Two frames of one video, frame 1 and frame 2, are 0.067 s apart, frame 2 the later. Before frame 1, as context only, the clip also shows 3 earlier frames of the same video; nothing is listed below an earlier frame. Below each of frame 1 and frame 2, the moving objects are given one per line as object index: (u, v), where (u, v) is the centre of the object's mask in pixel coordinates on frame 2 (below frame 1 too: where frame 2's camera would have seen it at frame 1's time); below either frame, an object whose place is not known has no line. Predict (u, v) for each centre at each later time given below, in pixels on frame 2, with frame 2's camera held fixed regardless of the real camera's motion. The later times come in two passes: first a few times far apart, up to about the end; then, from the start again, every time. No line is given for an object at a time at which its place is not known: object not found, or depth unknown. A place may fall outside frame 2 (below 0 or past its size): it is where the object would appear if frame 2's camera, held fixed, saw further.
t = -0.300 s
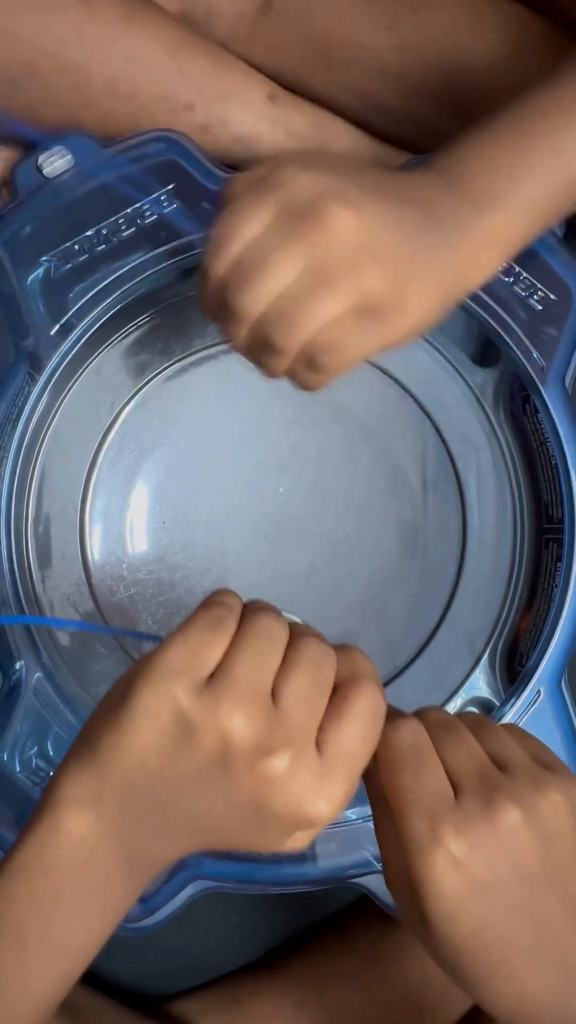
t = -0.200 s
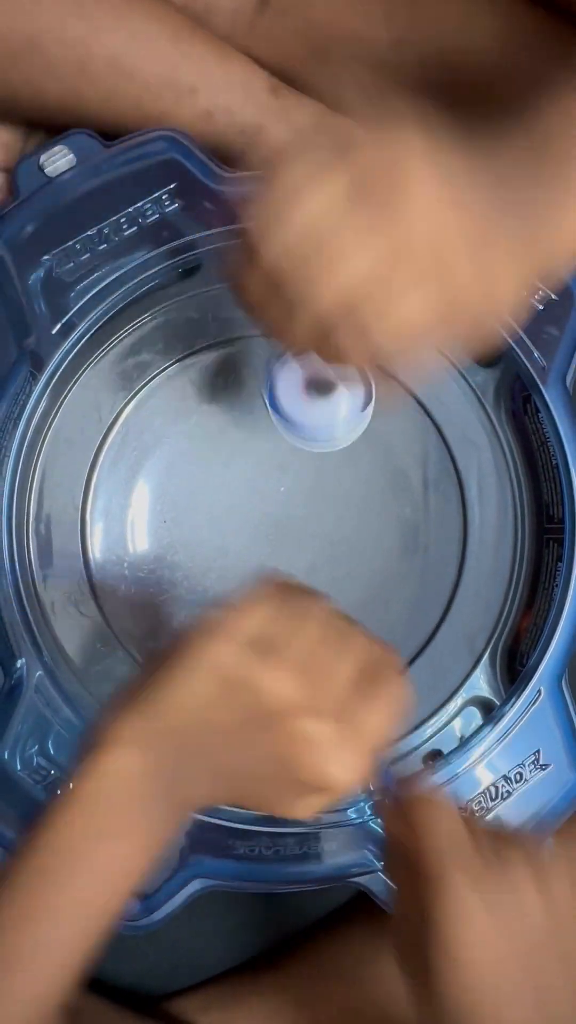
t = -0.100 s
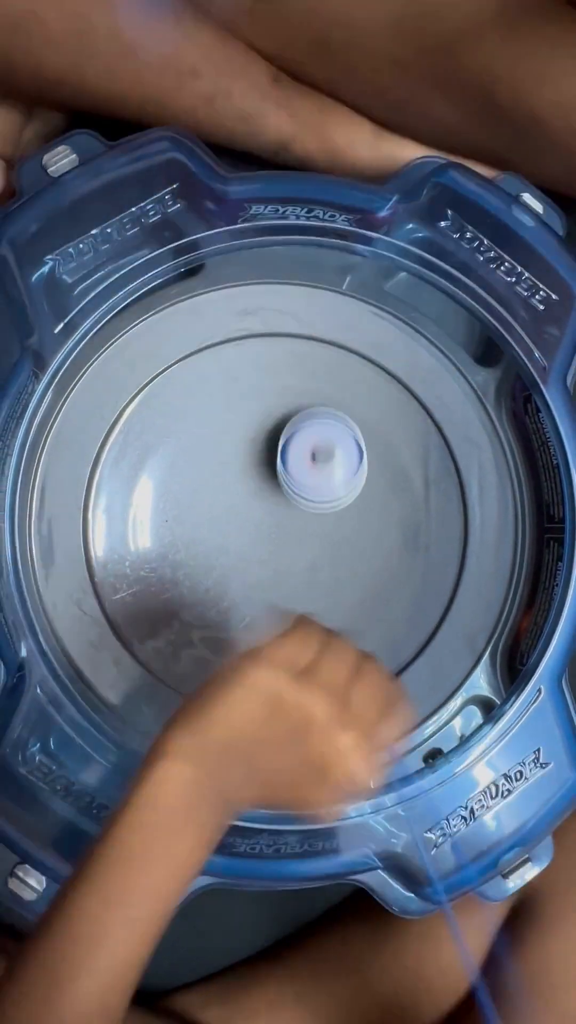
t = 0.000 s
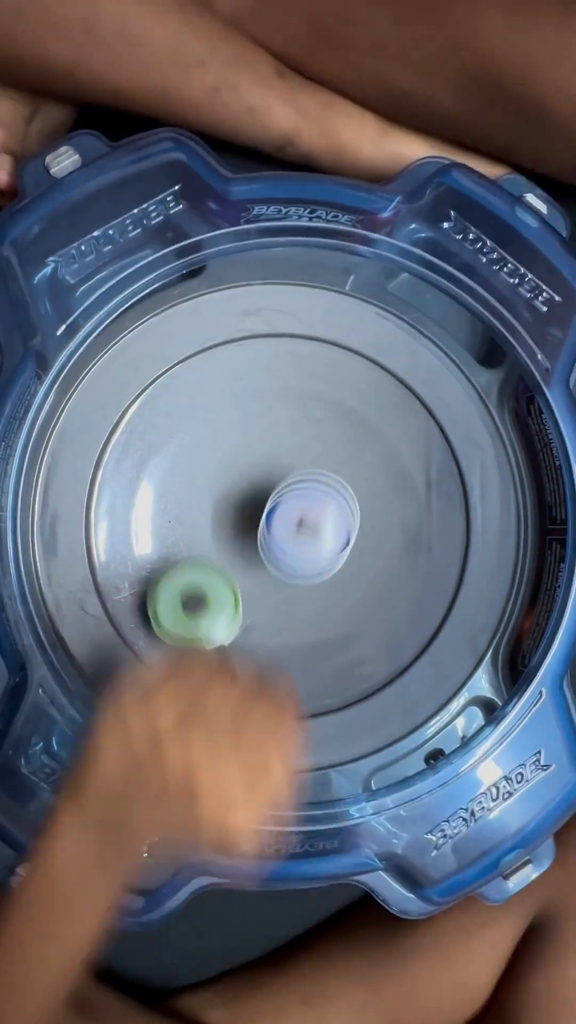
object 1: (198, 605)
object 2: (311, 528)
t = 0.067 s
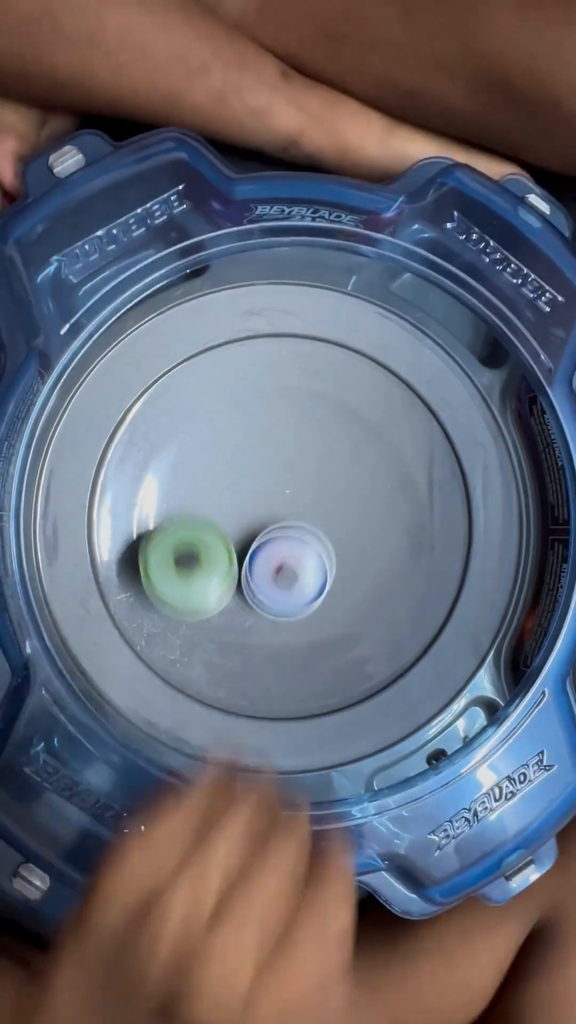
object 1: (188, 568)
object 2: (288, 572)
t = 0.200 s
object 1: (191, 498)
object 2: (268, 606)
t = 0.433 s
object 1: (227, 477)
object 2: (330, 563)
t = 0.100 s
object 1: (184, 543)
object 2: (283, 585)
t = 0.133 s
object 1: (180, 522)
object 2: (278, 594)
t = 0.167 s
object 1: (185, 510)
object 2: (273, 601)
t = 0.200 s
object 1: (191, 498)
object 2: (268, 606)
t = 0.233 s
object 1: (197, 489)
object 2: (271, 606)
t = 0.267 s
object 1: (204, 483)
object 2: (274, 604)
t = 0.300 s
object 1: (211, 478)
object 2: (282, 598)
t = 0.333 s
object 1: (217, 474)
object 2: (291, 590)
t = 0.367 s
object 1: (221, 473)
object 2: (303, 582)
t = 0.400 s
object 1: (225, 474)
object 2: (316, 572)
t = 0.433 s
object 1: (227, 477)
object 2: (330, 563)
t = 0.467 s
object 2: (343, 553)
